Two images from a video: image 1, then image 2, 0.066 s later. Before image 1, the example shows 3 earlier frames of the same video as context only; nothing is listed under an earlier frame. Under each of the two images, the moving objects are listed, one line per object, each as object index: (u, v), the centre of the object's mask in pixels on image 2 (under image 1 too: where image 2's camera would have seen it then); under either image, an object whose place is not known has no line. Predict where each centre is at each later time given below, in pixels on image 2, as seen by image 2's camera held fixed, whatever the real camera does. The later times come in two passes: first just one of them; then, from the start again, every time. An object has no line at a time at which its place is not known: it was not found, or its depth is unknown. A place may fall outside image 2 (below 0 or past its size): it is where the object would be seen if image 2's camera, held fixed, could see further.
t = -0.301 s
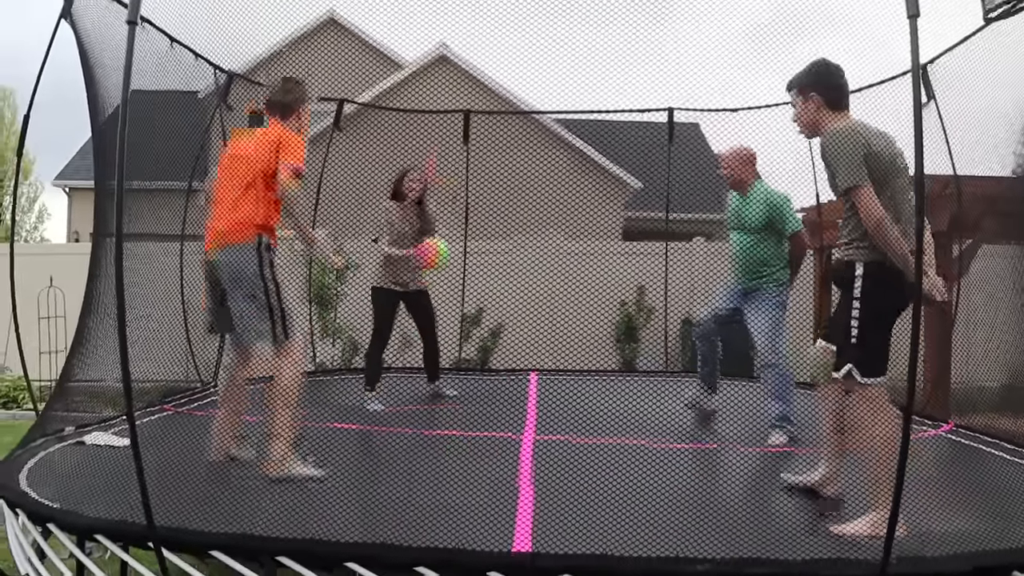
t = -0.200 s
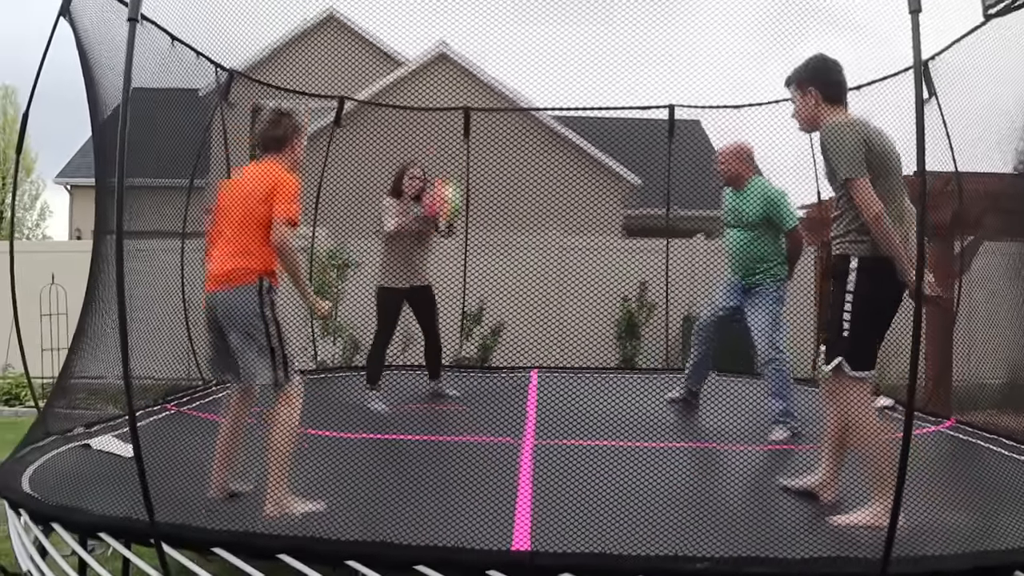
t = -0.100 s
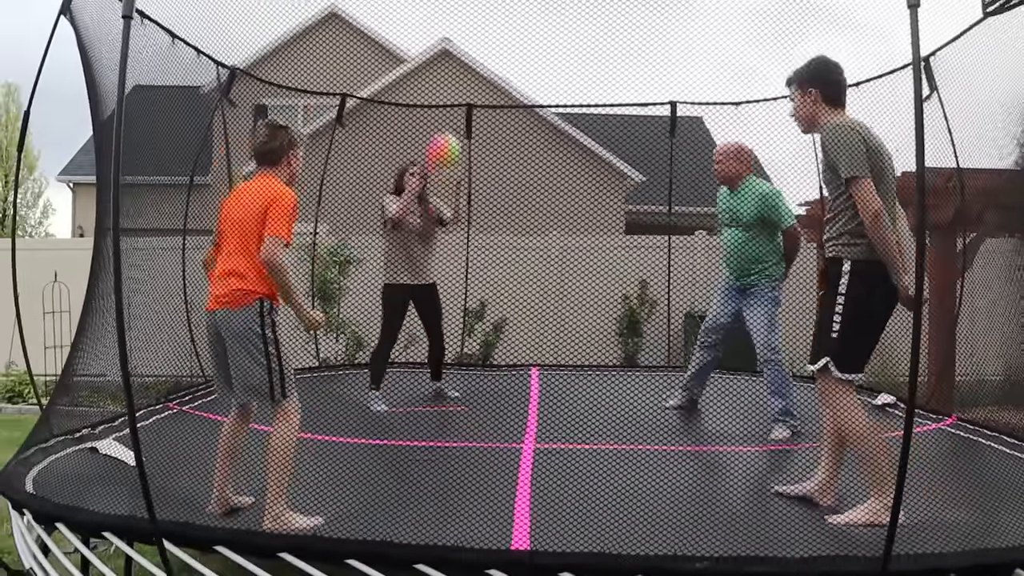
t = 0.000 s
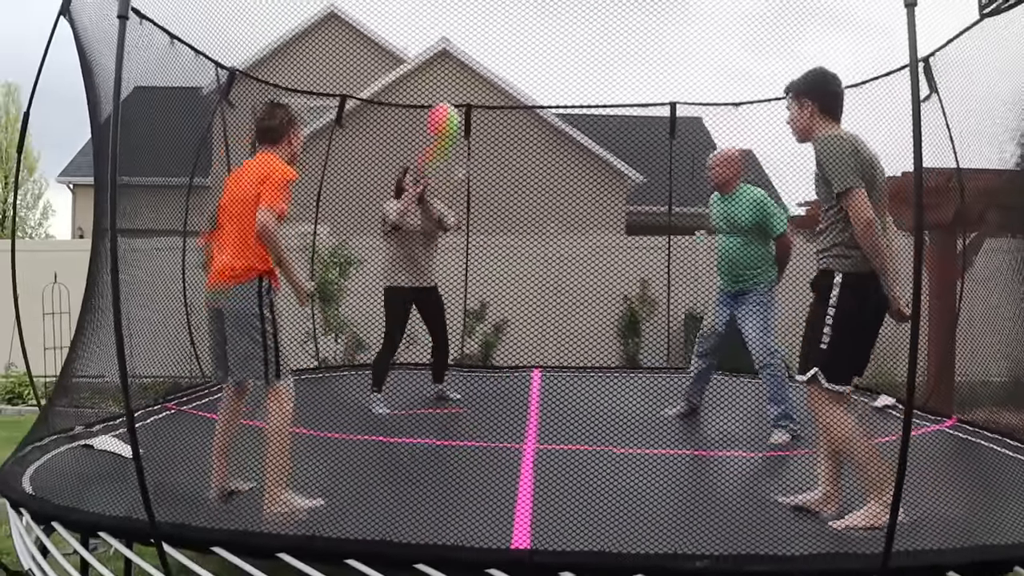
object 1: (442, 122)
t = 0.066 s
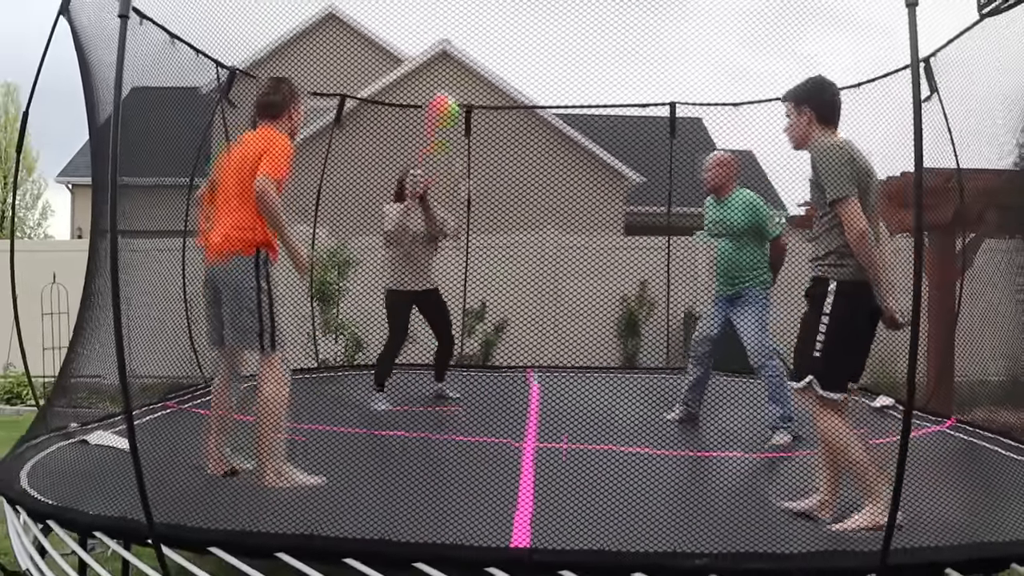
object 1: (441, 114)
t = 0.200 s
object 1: (439, 108)
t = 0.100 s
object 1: (442, 112)
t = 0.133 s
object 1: (443, 110)
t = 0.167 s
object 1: (439, 108)
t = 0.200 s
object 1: (439, 108)
